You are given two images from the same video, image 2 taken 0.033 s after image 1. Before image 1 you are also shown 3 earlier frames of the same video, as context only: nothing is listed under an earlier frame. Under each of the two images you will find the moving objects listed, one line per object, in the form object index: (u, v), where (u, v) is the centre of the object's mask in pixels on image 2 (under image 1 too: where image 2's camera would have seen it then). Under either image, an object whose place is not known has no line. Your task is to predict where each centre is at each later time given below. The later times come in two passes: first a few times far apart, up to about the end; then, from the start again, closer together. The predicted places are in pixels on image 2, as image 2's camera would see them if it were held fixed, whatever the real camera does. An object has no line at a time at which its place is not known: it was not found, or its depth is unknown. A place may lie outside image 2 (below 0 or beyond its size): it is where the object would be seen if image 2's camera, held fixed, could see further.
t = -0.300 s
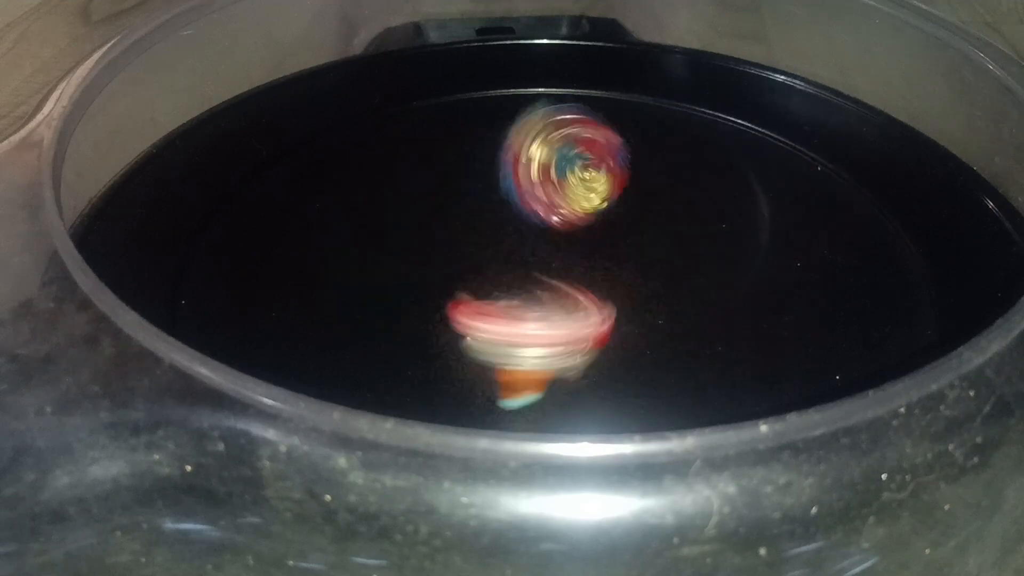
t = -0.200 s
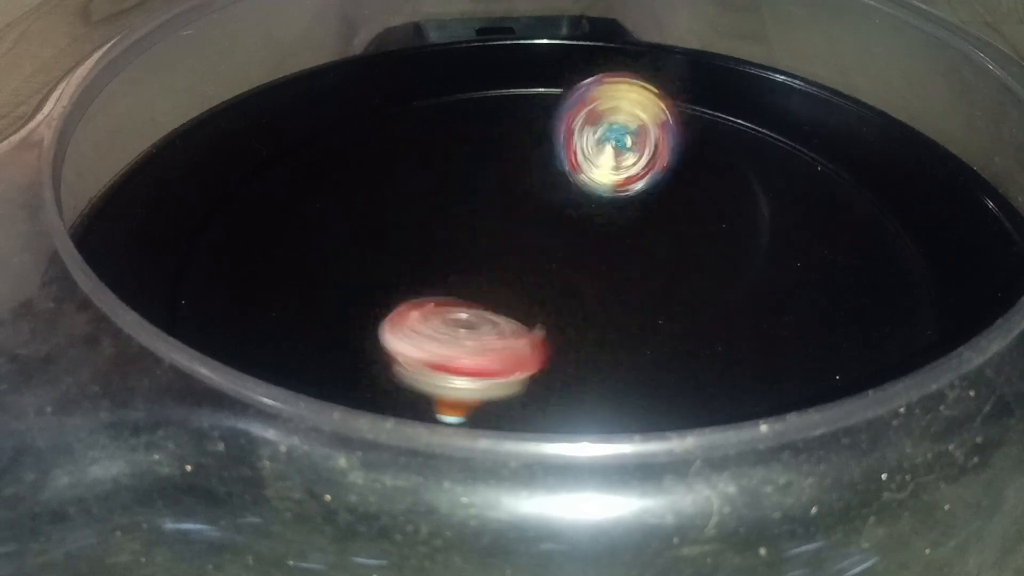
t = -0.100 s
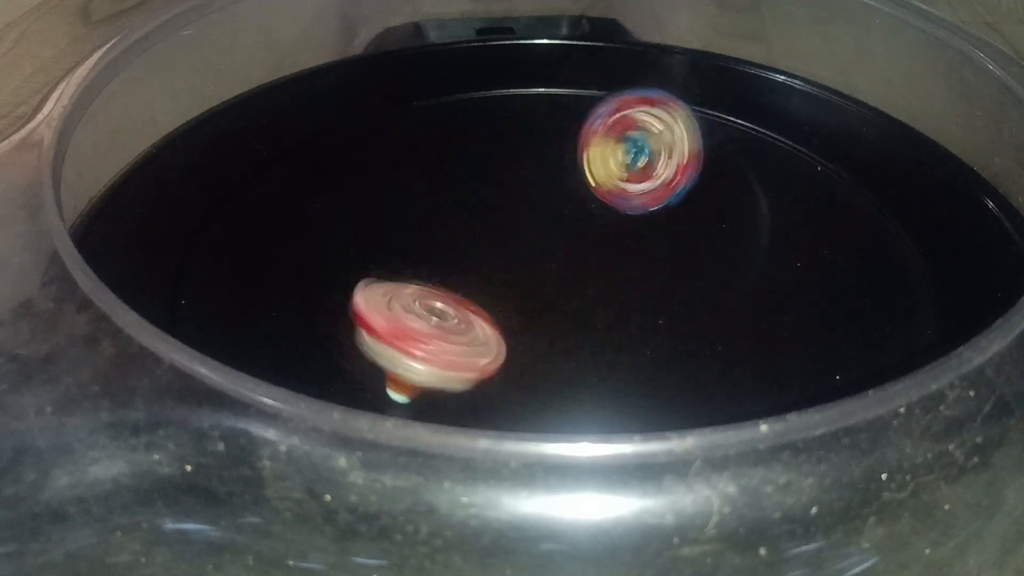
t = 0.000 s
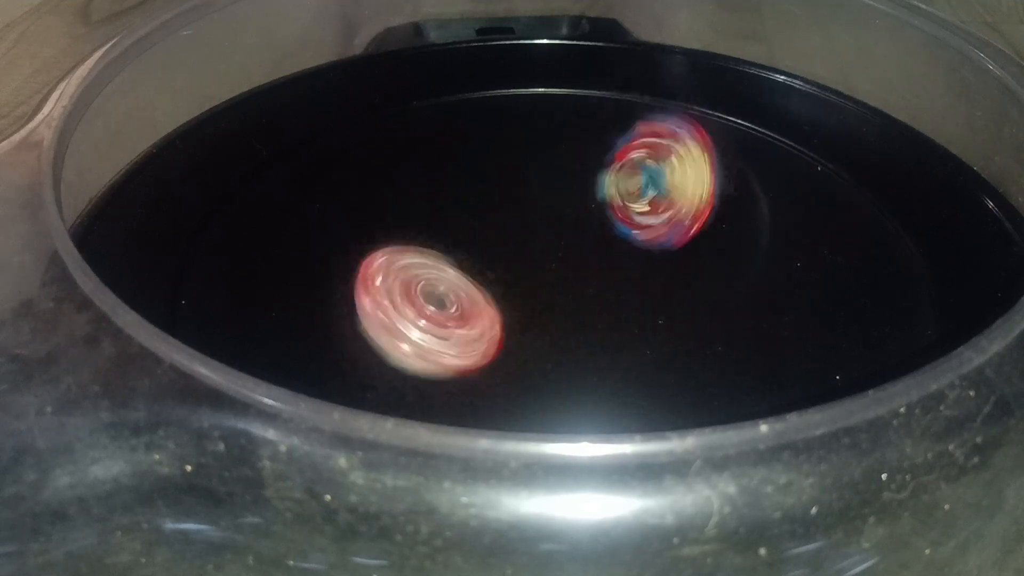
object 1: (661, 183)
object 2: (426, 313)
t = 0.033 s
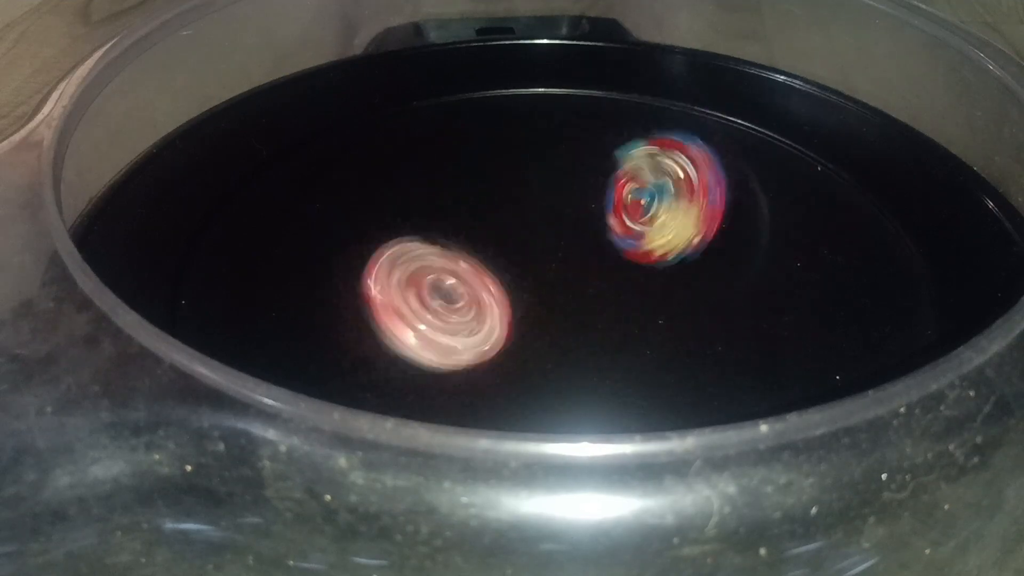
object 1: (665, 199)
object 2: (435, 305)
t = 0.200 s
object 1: (676, 269)
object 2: (497, 298)
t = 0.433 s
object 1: (684, 325)
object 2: (567, 288)
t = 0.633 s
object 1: (744, 339)
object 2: (534, 255)
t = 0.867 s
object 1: (690, 338)
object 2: (558, 234)
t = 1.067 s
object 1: (641, 294)
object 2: (553, 239)
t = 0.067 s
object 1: (668, 216)
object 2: (449, 302)
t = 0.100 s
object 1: (669, 231)
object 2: (459, 299)
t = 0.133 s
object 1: (672, 243)
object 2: (470, 300)
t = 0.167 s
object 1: (675, 255)
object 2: (481, 298)
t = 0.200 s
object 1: (676, 269)
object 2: (497, 298)
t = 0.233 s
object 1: (675, 281)
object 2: (514, 293)
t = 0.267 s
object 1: (674, 292)
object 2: (529, 294)
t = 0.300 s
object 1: (674, 301)
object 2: (542, 294)
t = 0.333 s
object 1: (674, 309)
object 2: (553, 295)
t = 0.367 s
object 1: (675, 316)
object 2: (558, 293)
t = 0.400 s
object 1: (680, 322)
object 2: (561, 287)
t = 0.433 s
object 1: (684, 325)
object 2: (567, 288)
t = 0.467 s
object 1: (704, 335)
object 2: (563, 281)
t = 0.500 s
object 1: (720, 342)
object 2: (553, 278)
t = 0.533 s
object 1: (731, 343)
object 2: (544, 268)
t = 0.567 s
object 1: (738, 342)
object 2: (540, 262)
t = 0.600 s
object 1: (742, 340)
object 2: (535, 260)
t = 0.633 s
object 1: (744, 339)
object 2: (534, 255)
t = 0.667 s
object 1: (744, 339)
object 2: (532, 245)
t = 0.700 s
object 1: (740, 339)
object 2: (533, 245)
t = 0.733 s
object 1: (736, 339)
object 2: (535, 243)
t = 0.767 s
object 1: (729, 340)
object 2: (545, 238)
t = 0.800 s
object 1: (719, 342)
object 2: (550, 238)
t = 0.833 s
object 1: (706, 341)
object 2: (554, 236)
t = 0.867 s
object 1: (690, 338)
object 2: (558, 234)
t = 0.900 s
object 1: (673, 332)
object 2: (560, 241)
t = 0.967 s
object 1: (647, 312)
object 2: (557, 245)
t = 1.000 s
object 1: (641, 305)
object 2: (555, 244)
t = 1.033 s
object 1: (637, 299)
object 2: (555, 242)
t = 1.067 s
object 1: (641, 294)
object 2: (553, 239)
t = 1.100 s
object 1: (645, 290)
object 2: (551, 237)
